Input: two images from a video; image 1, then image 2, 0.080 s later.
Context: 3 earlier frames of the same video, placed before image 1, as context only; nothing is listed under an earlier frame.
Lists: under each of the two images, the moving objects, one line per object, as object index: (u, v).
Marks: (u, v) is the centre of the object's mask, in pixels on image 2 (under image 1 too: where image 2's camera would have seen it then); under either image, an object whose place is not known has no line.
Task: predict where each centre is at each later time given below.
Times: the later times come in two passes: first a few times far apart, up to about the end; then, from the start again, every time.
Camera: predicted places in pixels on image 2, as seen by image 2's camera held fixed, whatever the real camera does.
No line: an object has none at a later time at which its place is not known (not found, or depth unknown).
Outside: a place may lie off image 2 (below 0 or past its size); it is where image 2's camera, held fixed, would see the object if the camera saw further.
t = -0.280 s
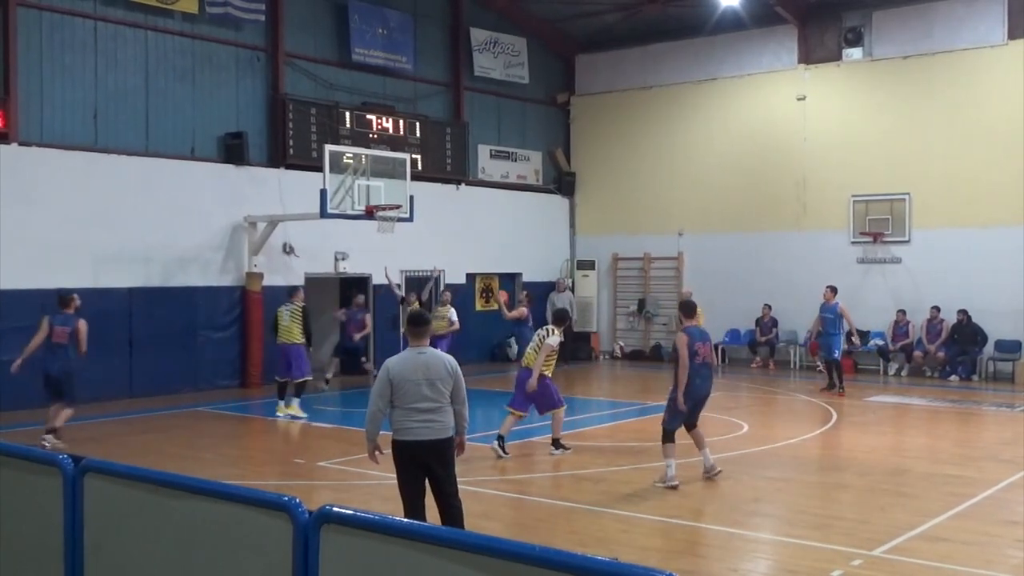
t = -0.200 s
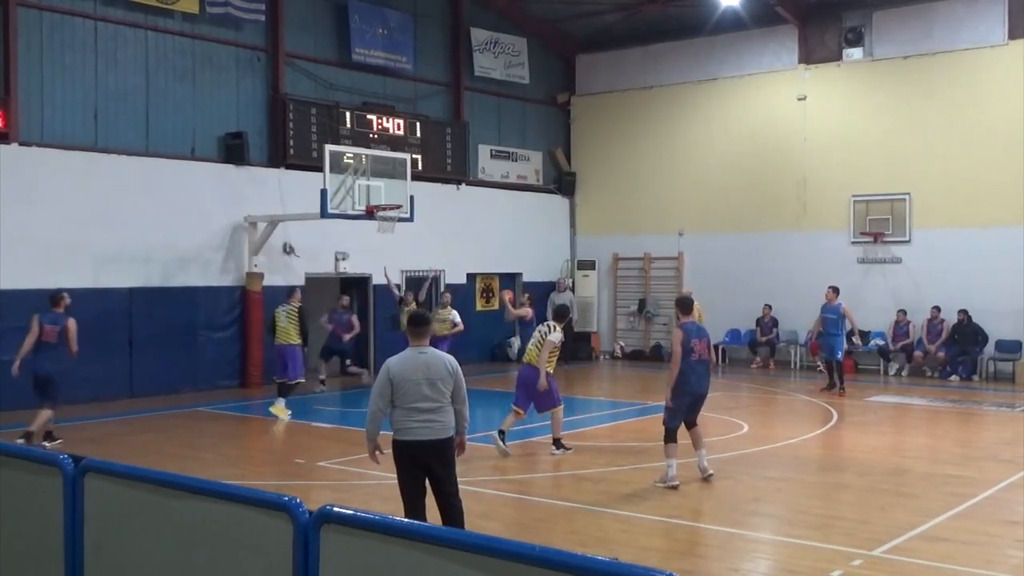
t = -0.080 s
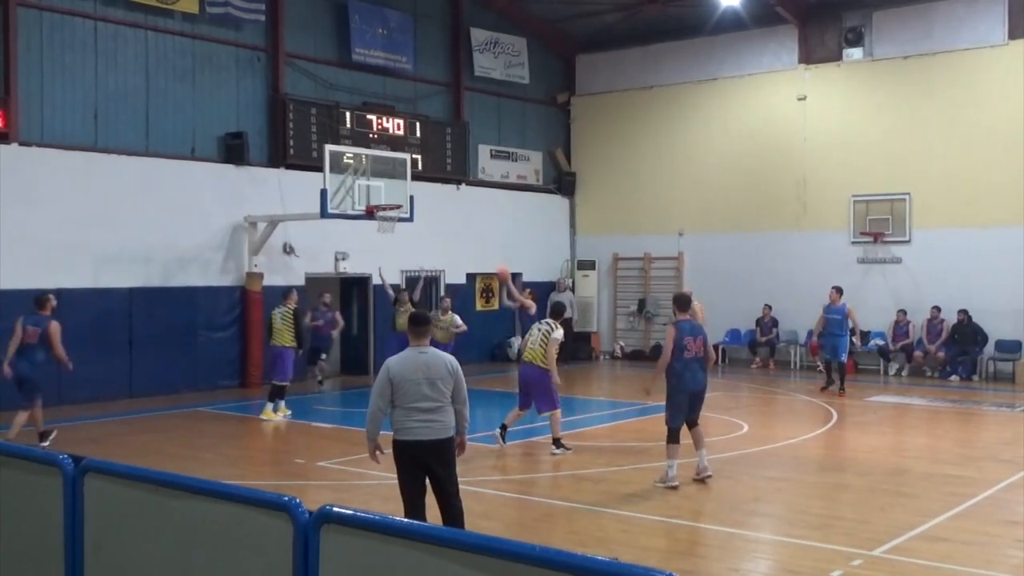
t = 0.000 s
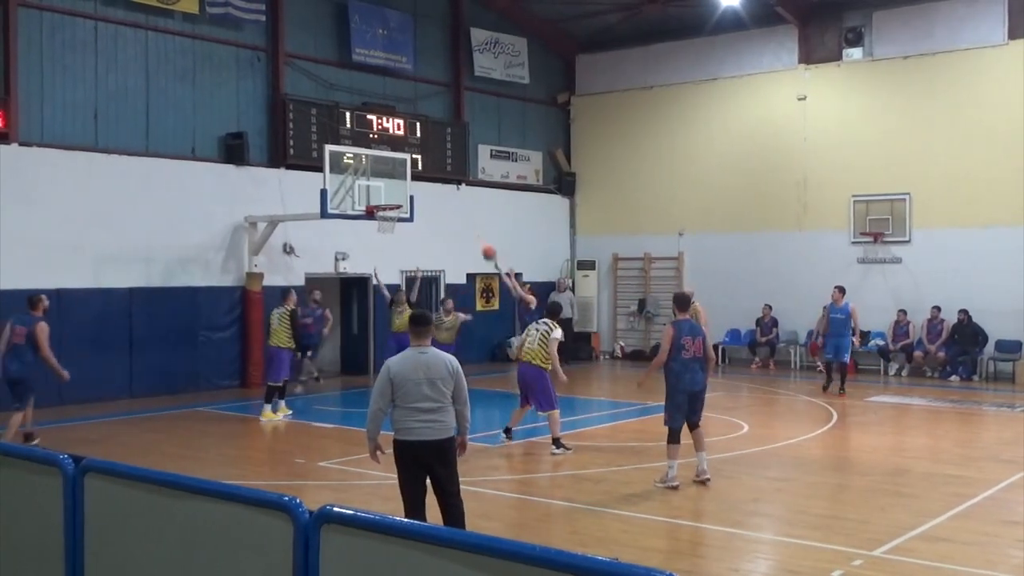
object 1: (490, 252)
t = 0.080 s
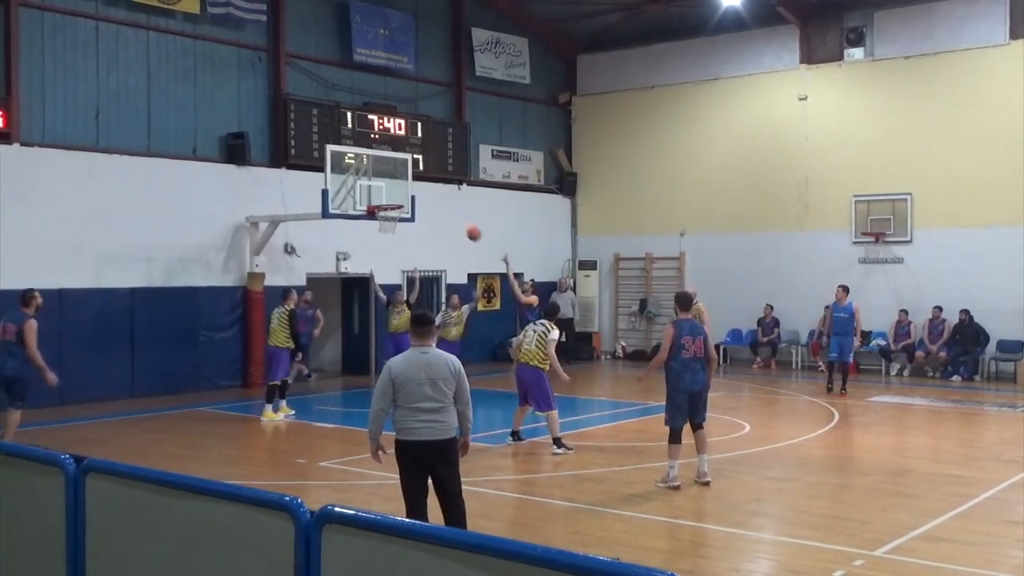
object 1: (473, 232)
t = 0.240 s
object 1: (440, 205)
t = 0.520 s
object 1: (381, 193)
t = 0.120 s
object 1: (465, 224)
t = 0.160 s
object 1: (457, 216)
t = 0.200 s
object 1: (448, 210)
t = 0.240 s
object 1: (440, 205)
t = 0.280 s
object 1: (432, 200)
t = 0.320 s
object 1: (423, 197)
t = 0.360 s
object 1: (415, 194)
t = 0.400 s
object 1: (406, 192)
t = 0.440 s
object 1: (398, 192)
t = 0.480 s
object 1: (389, 192)
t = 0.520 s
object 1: (381, 193)
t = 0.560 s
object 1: (373, 195)
